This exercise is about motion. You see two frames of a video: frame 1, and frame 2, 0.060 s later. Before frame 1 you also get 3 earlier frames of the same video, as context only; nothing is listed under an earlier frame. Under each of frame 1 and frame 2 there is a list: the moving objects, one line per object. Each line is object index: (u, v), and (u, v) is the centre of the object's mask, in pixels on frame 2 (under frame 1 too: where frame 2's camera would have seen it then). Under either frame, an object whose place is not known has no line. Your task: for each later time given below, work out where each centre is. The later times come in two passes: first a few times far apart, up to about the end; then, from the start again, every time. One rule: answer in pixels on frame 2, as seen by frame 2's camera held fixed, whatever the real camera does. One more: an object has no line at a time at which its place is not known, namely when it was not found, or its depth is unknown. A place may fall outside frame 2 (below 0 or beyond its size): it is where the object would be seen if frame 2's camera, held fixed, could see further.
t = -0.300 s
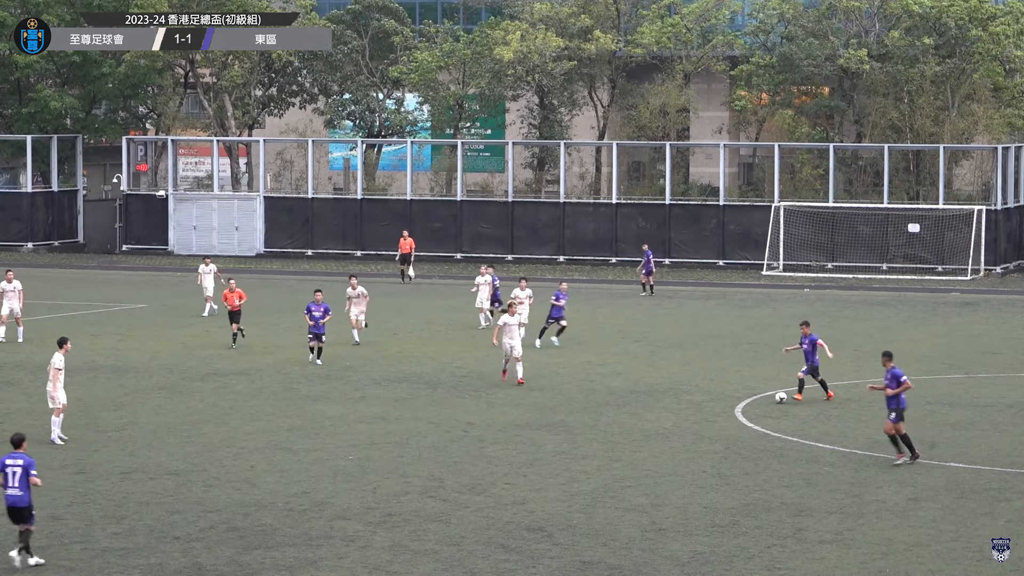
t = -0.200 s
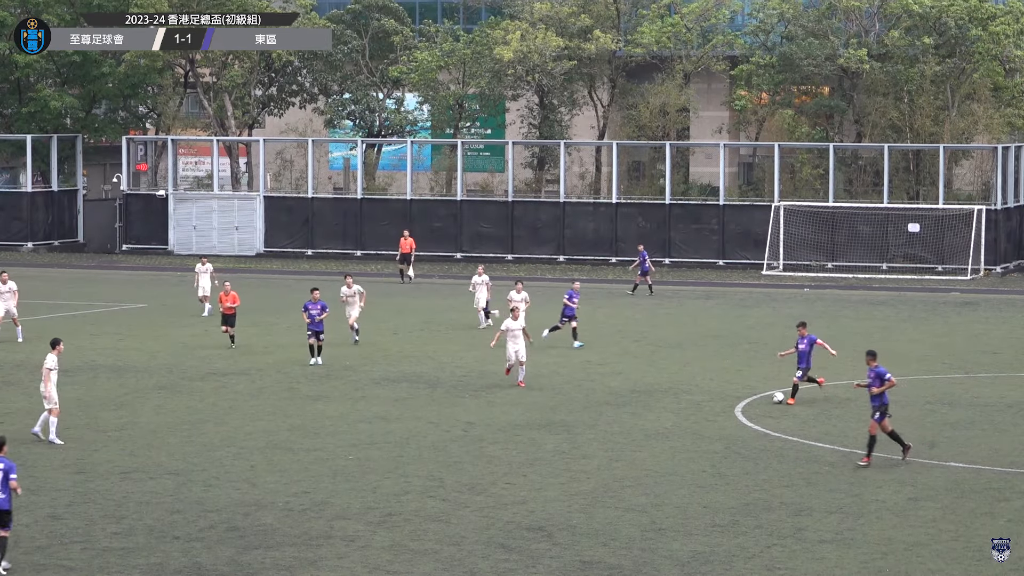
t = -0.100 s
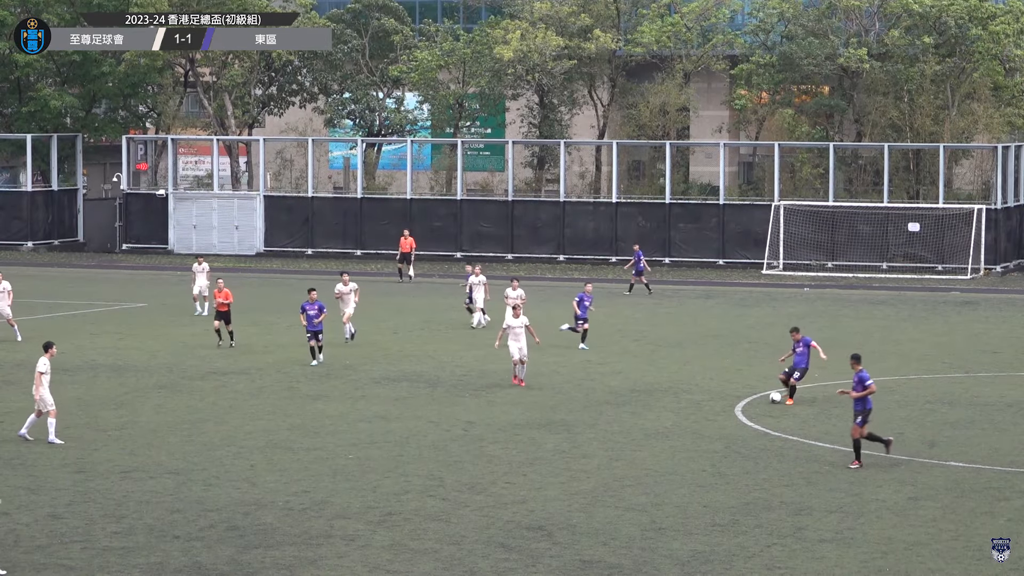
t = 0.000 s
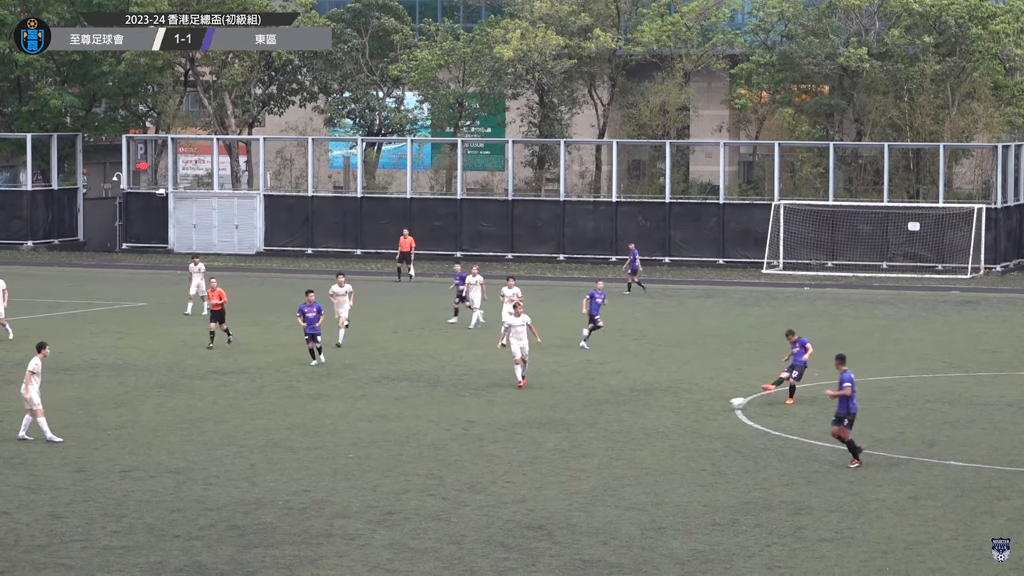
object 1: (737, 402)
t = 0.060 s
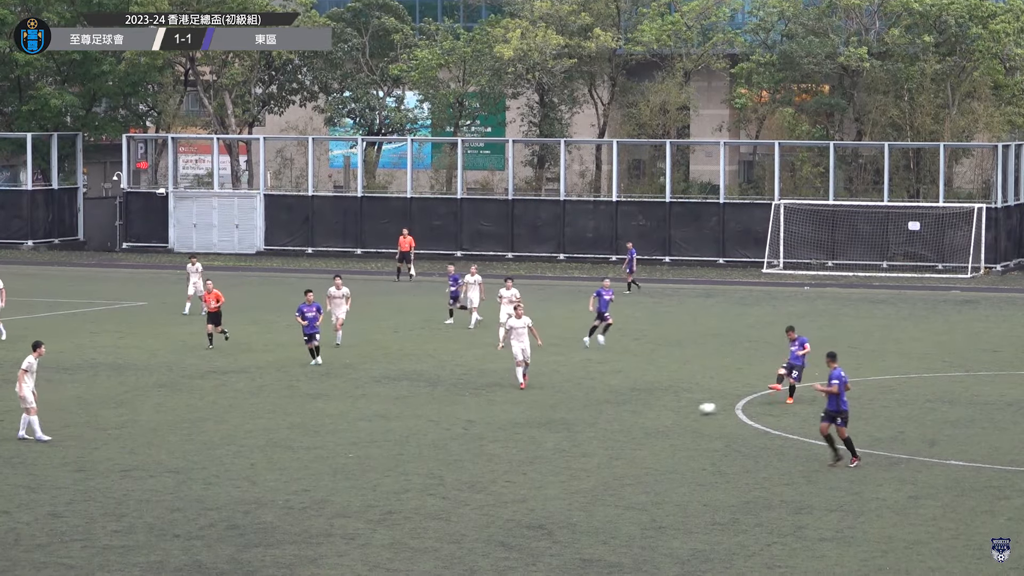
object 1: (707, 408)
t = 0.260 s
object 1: (605, 427)
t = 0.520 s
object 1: (474, 453)
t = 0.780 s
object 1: (348, 478)
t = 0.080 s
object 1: (696, 411)
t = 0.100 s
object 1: (687, 413)
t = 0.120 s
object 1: (677, 415)
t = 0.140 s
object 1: (666, 416)
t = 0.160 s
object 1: (656, 418)
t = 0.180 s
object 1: (646, 420)
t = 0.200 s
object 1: (635, 422)
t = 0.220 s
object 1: (626, 424)
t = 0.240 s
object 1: (616, 425)
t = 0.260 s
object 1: (605, 427)
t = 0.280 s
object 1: (595, 429)
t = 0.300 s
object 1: (585, 431)
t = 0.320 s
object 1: (575, 433)
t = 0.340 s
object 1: (564, 435)
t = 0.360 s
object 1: (554, 438)
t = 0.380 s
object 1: (544, 440)
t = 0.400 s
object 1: (534, 442)
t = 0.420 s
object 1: (523, 444)
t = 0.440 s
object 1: (513, 446)
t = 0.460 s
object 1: (503, 448)
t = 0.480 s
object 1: (493, 451)
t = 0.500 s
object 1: (484, 452)
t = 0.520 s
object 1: (474, 453)
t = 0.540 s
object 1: (464, 455)
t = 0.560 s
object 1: (454, 457)
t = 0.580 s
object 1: (444, 459)
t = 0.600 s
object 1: (434, 461)
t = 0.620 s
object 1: (424, 464)
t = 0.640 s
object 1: (415, 466)
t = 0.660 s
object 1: (405, 467)
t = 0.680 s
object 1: (395, 468)
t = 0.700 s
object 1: (386, 470)
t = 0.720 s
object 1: (376, 472)
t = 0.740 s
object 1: (367, 474)
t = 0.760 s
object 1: (357, 477)
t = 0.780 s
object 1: (348, 478)
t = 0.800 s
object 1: (339, 479)
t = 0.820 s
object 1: (331, 480)
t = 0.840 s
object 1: (322, 482)
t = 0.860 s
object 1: (313, 483)
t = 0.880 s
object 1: (304, 485)
